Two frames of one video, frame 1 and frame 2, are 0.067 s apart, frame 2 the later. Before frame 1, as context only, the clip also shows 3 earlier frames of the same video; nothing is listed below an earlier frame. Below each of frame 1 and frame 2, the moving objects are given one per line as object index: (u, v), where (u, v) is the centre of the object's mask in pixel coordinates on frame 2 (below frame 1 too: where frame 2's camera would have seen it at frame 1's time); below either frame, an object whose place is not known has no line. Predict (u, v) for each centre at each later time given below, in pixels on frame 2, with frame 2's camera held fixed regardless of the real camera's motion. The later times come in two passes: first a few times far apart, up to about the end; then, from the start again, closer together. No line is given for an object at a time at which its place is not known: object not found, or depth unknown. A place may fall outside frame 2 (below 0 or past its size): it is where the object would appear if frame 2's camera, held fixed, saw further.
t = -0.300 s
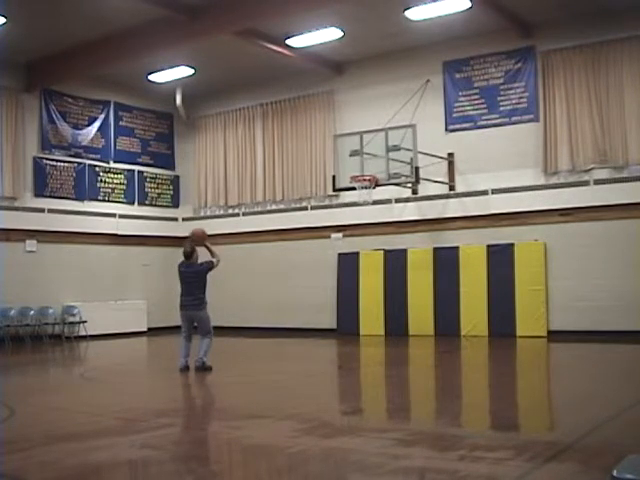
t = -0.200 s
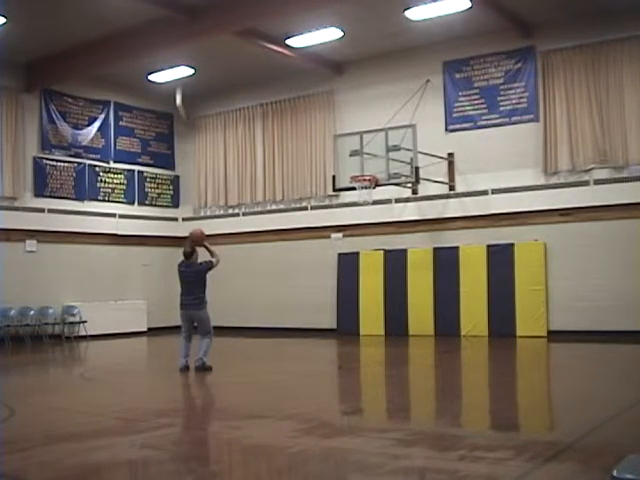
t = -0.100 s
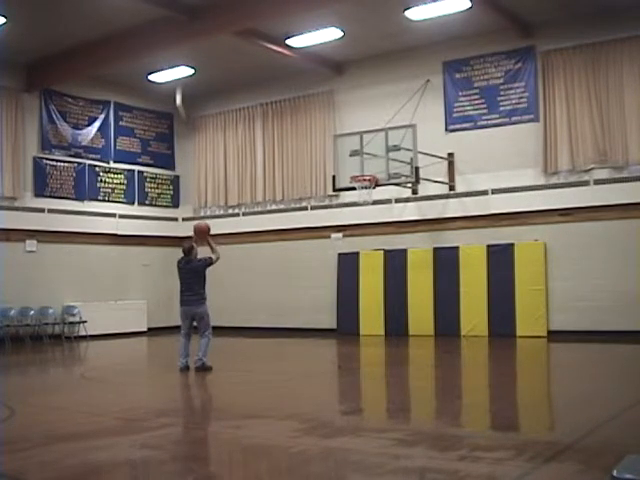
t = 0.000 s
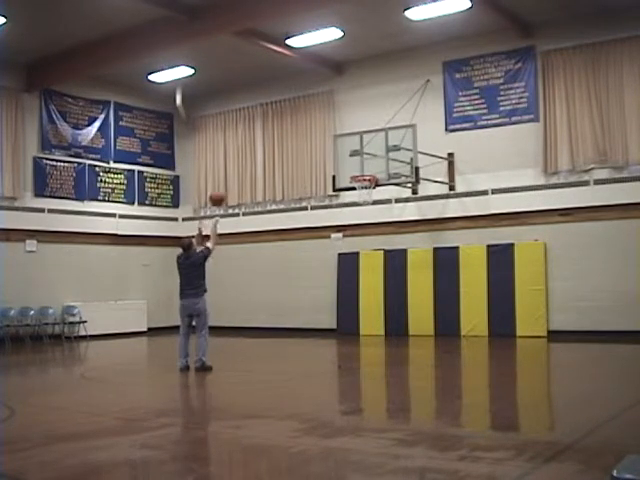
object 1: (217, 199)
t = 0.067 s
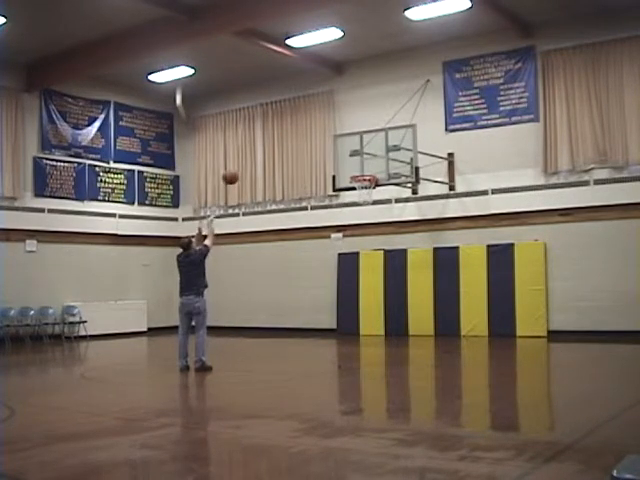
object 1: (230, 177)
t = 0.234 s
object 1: (261, 140)
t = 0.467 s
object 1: (298, 122)
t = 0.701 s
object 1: (332, 136)
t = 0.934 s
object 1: (363, 177)
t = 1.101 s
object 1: (371, 198)
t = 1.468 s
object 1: (374, 272)
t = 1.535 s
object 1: (375, 293)
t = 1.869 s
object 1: (370, 292)
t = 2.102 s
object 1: (362, 263)
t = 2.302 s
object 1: (355, 261)
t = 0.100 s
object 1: (236, 168)
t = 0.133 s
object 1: (242, 160)
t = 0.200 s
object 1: (255, 146)
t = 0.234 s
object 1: (261, 140)
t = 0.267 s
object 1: (266, 135)
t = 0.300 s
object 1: (272, 132)
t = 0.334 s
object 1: (277, 127)
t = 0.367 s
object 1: (283, 126)
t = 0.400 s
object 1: (288, 123)
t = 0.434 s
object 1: (293, 122)
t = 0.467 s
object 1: (298, 122)
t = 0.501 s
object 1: (303, 122)
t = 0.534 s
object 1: (308, 122)
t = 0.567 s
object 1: (313, 124)
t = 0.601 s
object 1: (318, 126)
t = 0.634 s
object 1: (323, 129)
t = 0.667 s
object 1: (327, 132)
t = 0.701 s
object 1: (332, 136)
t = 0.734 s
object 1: (337, 140)
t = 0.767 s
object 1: (341, 146)
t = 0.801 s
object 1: (345, 151)
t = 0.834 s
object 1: (350, 157)
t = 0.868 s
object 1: (355, 163)
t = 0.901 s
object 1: (359, 170)
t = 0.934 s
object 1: (363, 177)
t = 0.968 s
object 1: (366, 186)
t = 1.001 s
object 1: (370, 191)
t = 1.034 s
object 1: (371, 192)
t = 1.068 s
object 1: (371, 195)
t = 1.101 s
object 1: (371, 198)
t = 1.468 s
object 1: (374, 272)
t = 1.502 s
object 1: (375, 282)
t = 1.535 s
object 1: (375, 293)
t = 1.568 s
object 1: (376, 304)
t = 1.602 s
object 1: (376, 316)
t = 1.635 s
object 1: (376, 328)
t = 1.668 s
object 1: (377, 341)
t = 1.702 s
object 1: (376, 330)
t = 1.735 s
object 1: (375, 321)
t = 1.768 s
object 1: (374, 313)
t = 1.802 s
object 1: (372, 305)
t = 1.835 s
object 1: (371, 298)
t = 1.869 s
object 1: (370, 292)
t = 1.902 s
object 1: (369, 286)
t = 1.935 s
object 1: (368, 281)
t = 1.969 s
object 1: (366, 276)
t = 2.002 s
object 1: (365, 272)
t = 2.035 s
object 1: (364, 268)
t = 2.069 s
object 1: (363, 265)
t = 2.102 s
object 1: (362, 263)
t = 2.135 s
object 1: (361, 261)
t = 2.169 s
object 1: (360, 260)
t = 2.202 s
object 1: (359, 260)
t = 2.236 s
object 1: (358, 260)
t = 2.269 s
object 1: (358, 260)
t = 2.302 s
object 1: (355, 261)
